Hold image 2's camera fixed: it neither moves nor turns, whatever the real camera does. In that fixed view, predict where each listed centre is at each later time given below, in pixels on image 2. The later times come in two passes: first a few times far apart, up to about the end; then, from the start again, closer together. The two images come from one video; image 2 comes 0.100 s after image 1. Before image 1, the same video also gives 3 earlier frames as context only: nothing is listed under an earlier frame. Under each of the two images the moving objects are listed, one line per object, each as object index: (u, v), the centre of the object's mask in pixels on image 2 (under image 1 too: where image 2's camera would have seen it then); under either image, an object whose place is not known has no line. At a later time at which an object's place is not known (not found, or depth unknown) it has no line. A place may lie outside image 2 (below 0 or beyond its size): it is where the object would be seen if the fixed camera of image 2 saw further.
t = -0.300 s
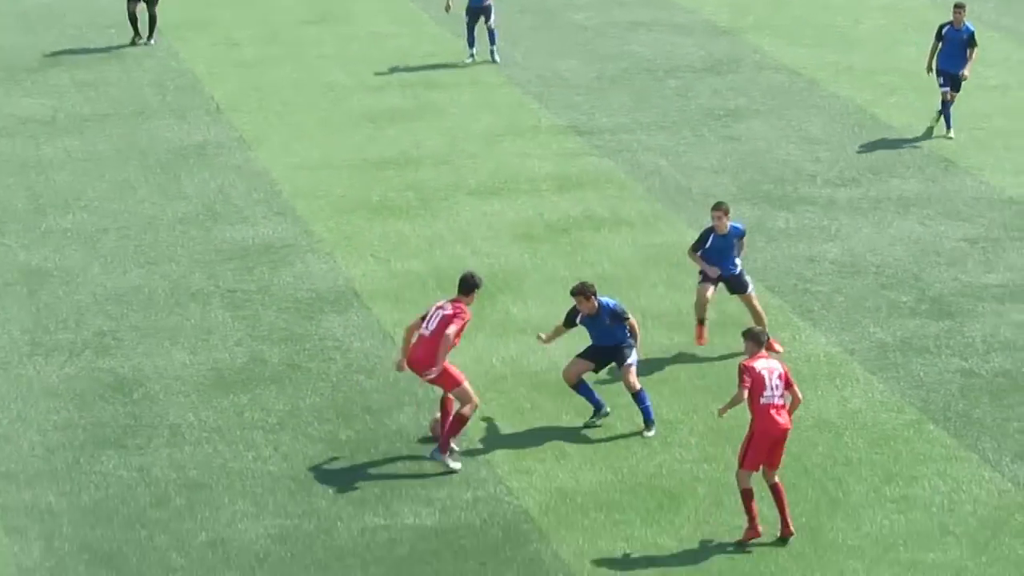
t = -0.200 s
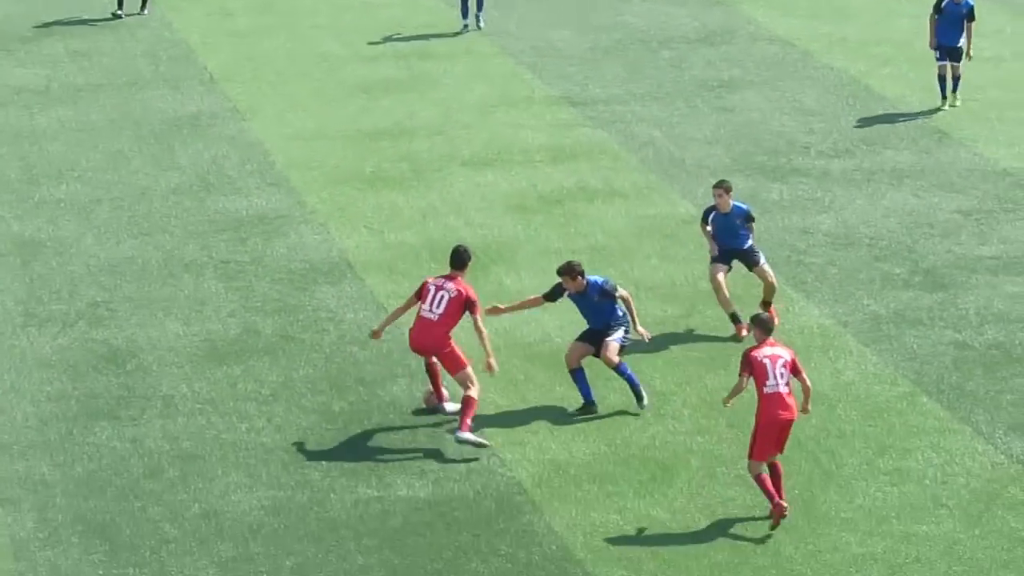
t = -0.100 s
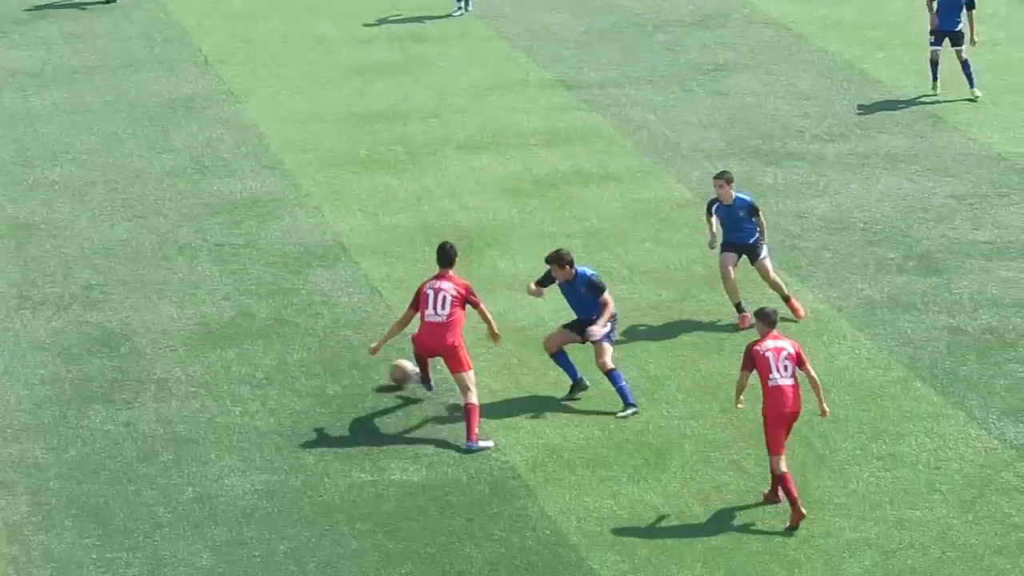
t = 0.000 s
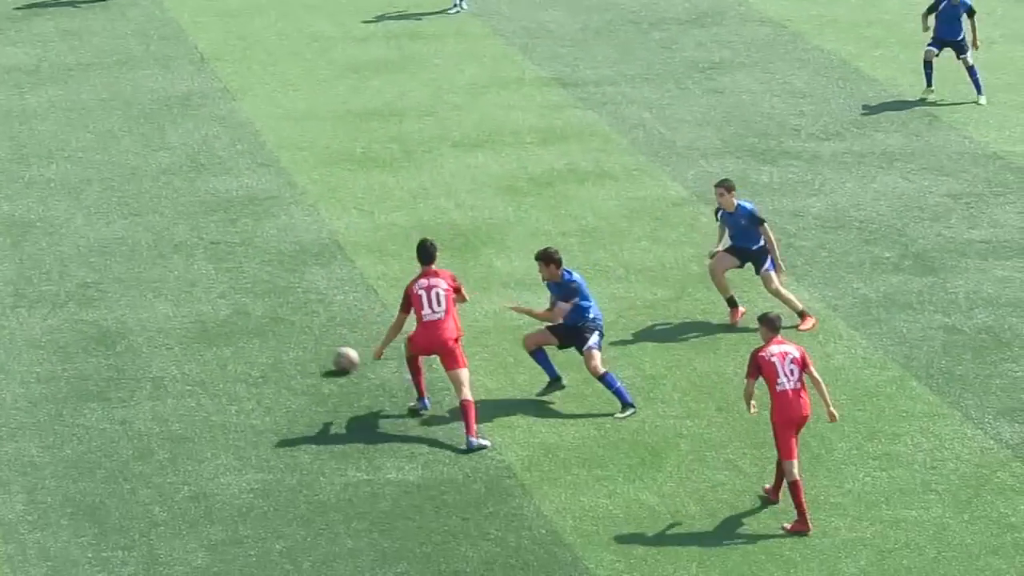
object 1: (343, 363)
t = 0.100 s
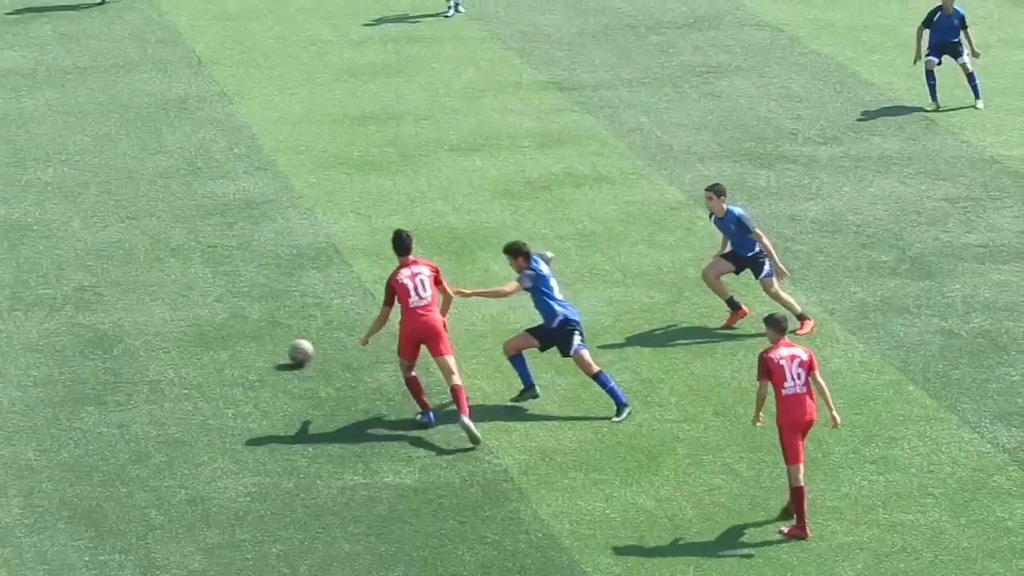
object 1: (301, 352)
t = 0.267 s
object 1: (242, 338)
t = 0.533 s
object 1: (168, 321)
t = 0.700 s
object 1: (124, 309)
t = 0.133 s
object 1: (287, 350)
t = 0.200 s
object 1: (264, 342)
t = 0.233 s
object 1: (253, 340)
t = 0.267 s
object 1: (242, 338)
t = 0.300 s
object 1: (232, 336)
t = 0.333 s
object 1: (222, 333)
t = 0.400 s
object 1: (203, 329)
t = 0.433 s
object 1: (195, 327)
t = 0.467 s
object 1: (185, 324)
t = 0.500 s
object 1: (176, 322)
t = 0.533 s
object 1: (168, 321)
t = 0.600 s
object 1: (150, 316)
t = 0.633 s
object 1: (142, 313)
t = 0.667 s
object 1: (132, 311)
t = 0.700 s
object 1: (124, 309)
